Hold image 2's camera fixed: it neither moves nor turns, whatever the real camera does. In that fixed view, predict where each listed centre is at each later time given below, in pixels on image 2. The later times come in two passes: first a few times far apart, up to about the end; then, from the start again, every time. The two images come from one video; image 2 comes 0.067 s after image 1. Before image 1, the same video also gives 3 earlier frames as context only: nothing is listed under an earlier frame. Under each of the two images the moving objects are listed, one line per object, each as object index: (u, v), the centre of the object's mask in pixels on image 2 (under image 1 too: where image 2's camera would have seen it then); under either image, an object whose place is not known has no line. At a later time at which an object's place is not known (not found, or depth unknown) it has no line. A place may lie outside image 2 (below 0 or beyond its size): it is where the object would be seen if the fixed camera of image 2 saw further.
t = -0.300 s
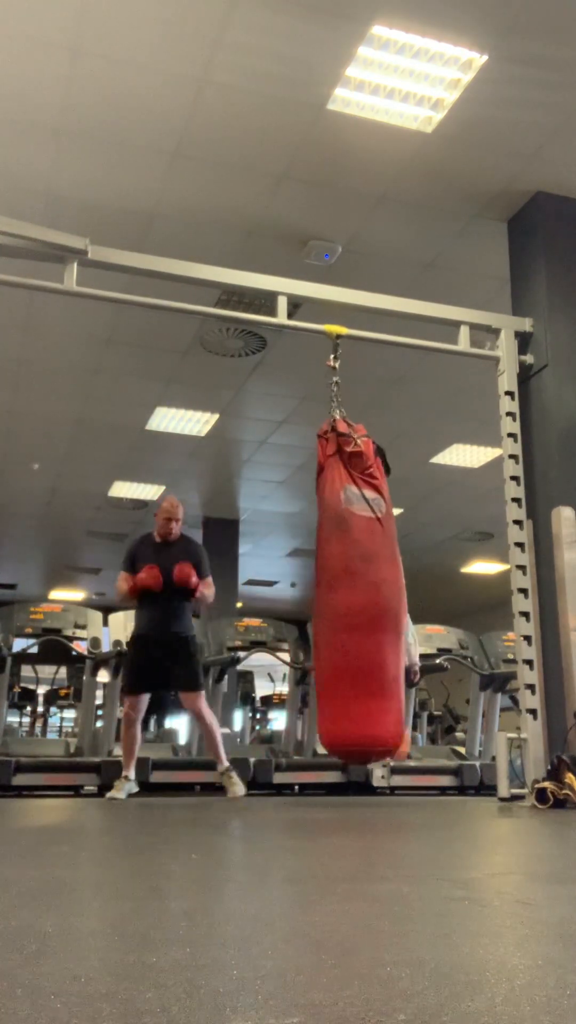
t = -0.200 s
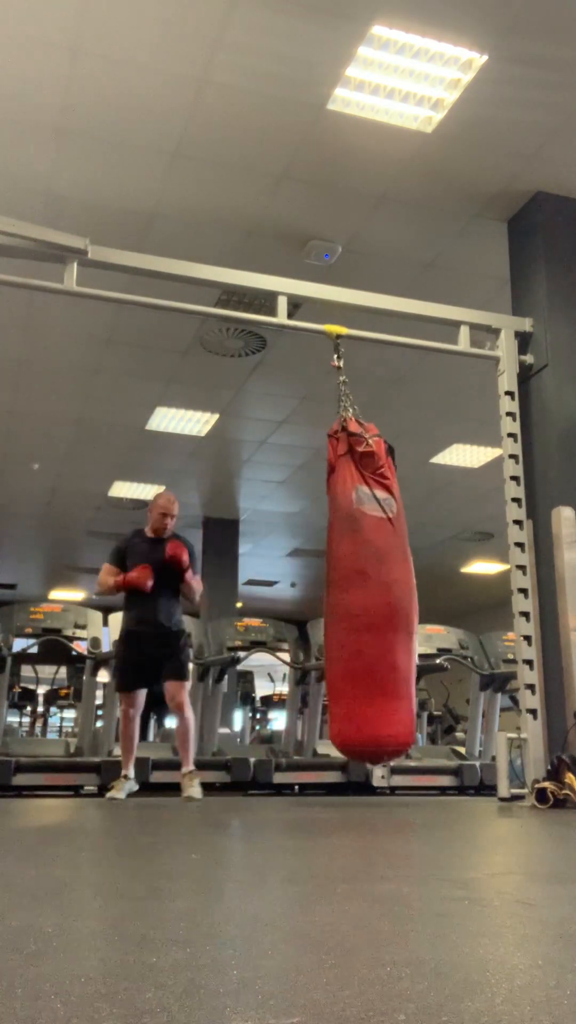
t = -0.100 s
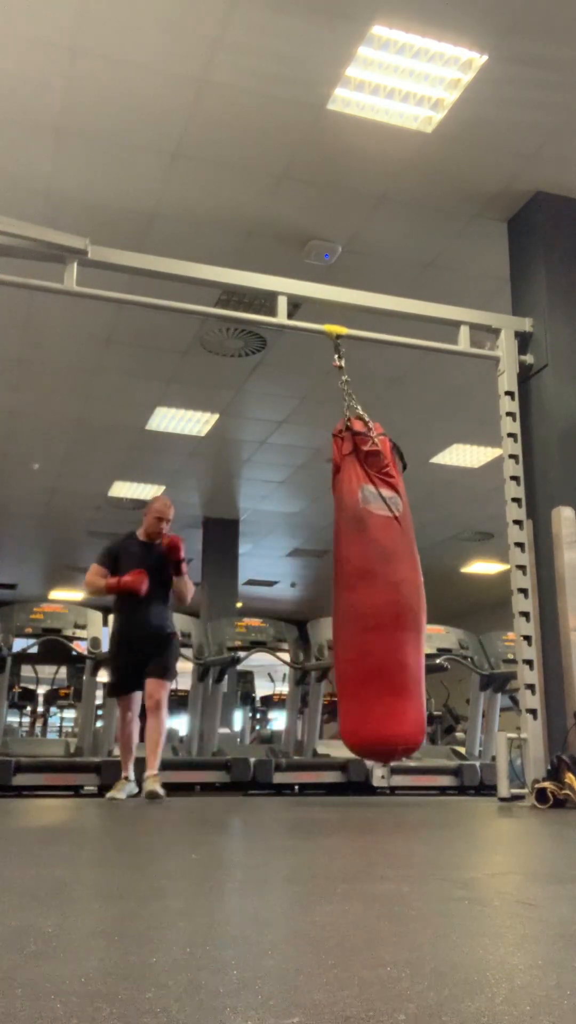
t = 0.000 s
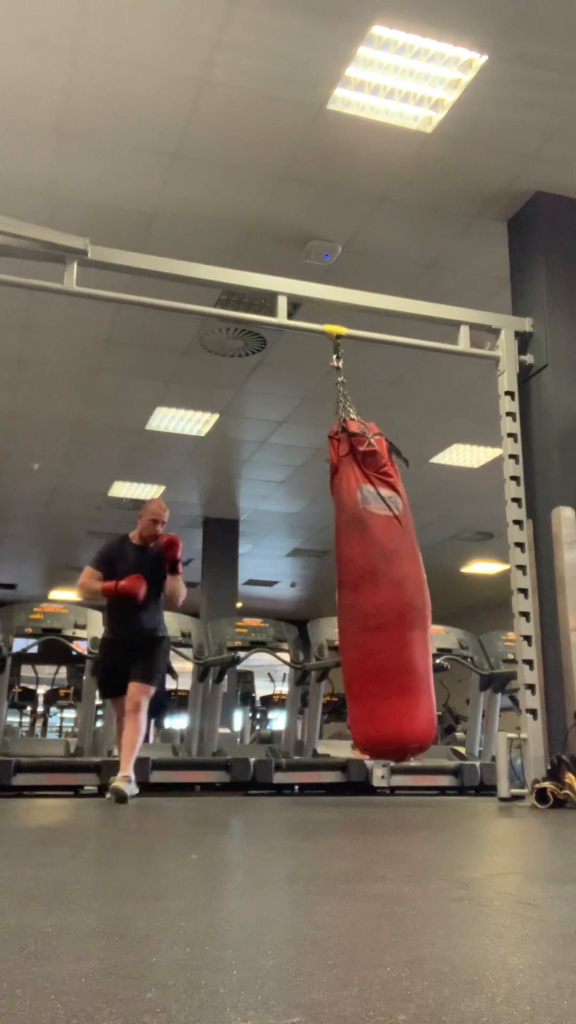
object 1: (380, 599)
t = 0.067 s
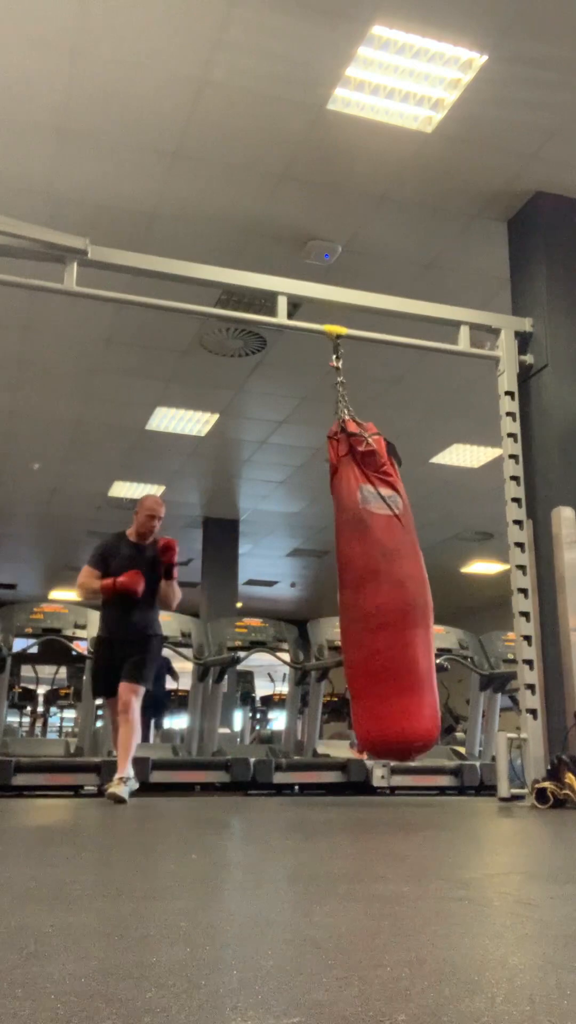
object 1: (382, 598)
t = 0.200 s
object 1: (383, 599)
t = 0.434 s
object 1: (371, 599)
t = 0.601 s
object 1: (356, 601)
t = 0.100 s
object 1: (382, 599)
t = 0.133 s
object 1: (383, 599)
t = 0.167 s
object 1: (383, 598)
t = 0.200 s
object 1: (383, 599)
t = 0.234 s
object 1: (383, 598)
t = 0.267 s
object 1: (382, 598)
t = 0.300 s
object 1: (380, 598)
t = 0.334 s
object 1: (379, 599)
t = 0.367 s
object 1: (376, 598)
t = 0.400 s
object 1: (374, 599)
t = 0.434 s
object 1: (371, 599)
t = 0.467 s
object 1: (369, 600)
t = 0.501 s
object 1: (366, 600)
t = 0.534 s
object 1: (363, 601)
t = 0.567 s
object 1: (360, 601)
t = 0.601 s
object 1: (356, 601)
